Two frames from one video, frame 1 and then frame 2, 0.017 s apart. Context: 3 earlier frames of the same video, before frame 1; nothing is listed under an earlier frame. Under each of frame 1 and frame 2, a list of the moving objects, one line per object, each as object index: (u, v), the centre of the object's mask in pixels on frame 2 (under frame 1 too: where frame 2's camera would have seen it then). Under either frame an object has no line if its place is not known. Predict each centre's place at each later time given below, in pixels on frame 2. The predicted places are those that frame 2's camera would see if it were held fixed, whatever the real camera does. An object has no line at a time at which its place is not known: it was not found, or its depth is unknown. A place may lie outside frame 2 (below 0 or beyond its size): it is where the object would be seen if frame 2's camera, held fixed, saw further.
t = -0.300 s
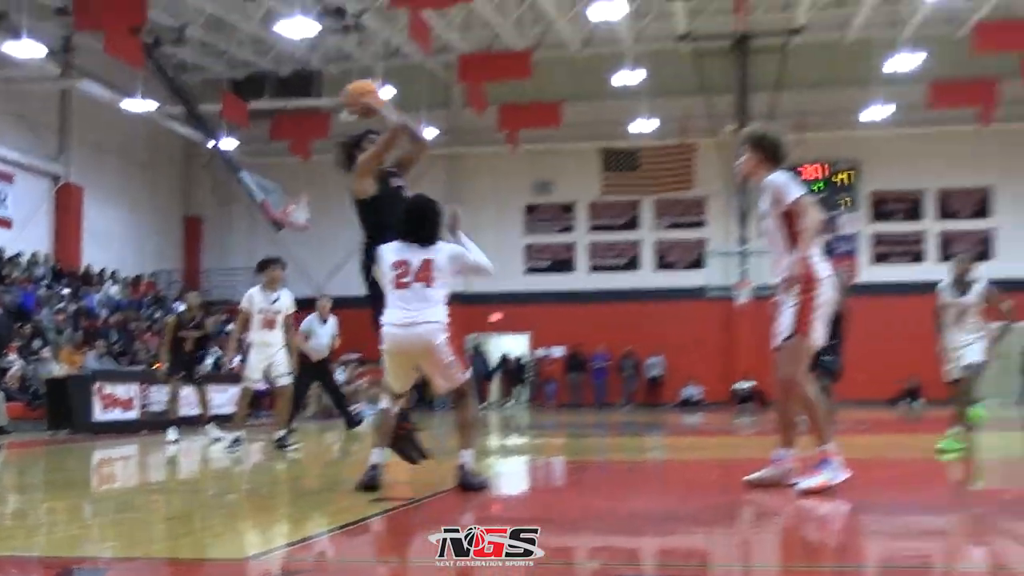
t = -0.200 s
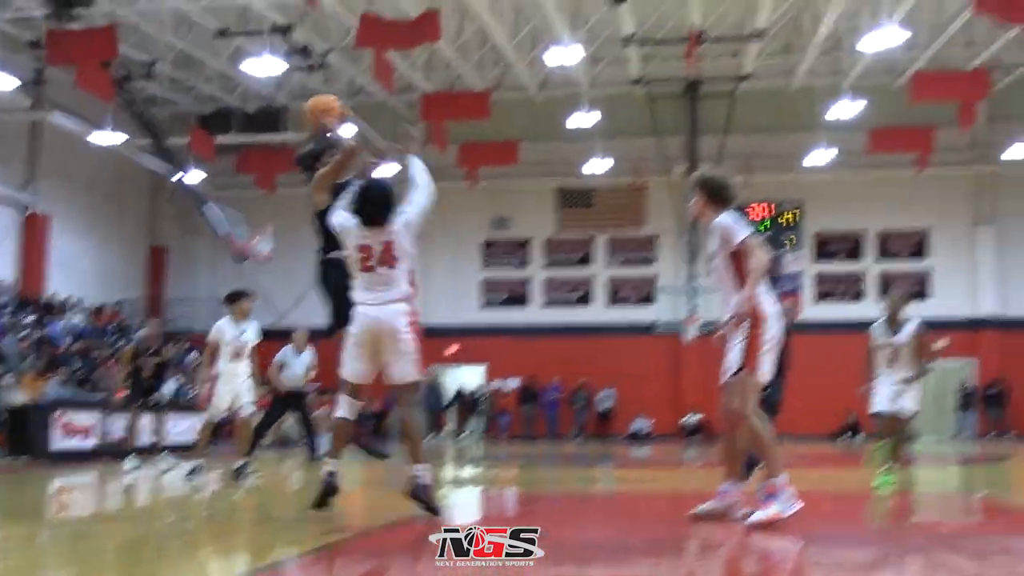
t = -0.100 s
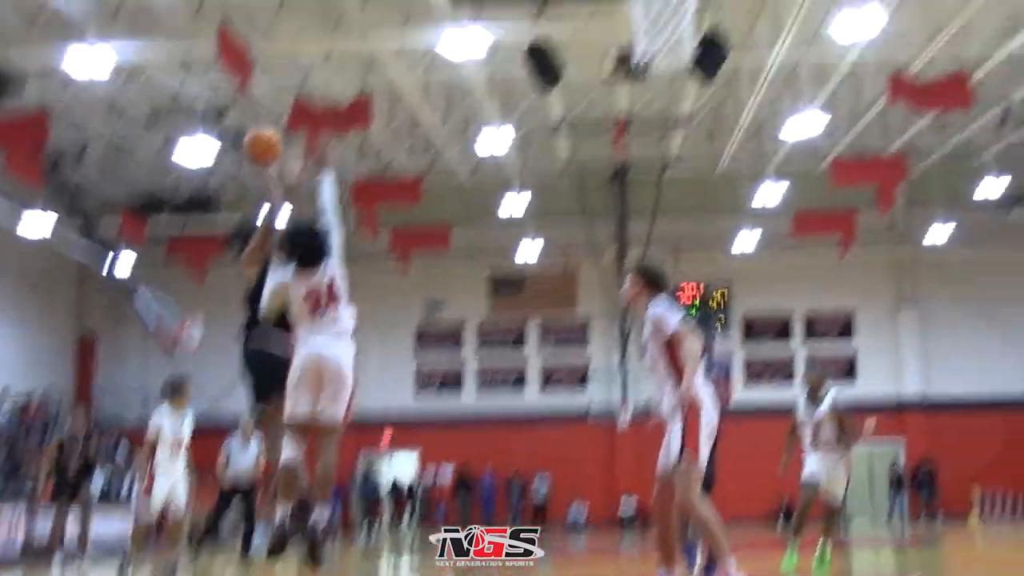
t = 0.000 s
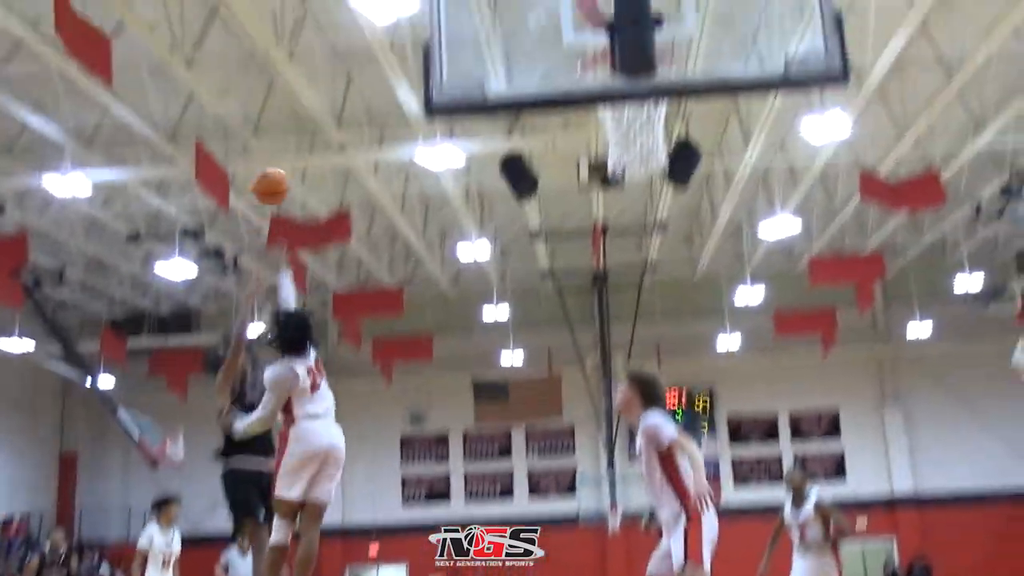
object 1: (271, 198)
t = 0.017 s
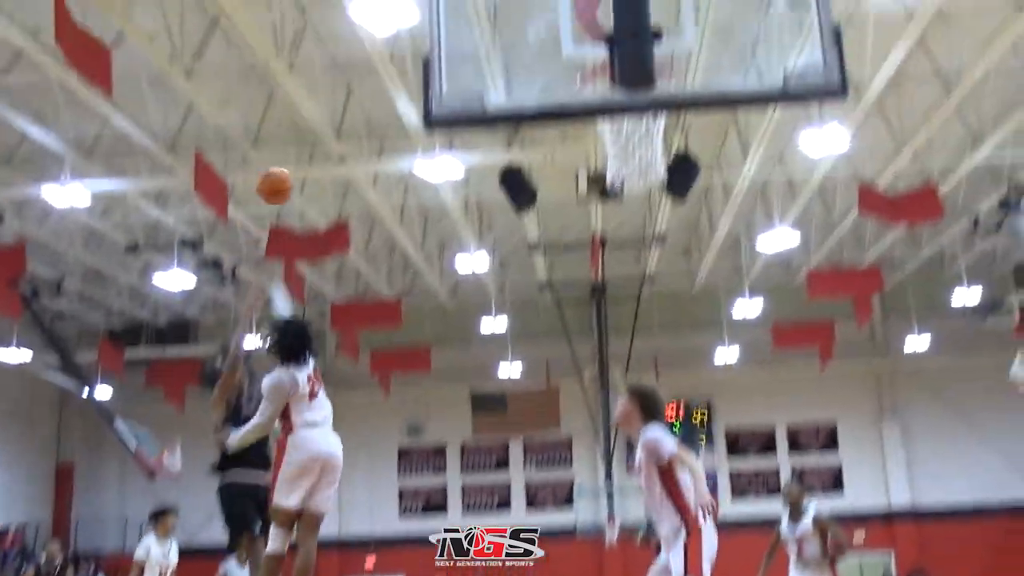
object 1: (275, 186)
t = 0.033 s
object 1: (280, 174)
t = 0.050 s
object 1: (284, 162)
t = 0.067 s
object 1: (290, 151)
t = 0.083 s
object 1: (296, 140)
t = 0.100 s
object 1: (302, 129)
